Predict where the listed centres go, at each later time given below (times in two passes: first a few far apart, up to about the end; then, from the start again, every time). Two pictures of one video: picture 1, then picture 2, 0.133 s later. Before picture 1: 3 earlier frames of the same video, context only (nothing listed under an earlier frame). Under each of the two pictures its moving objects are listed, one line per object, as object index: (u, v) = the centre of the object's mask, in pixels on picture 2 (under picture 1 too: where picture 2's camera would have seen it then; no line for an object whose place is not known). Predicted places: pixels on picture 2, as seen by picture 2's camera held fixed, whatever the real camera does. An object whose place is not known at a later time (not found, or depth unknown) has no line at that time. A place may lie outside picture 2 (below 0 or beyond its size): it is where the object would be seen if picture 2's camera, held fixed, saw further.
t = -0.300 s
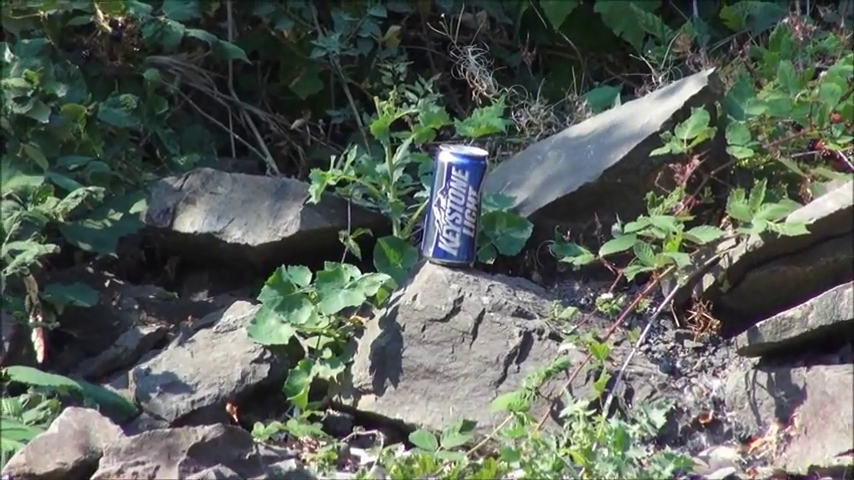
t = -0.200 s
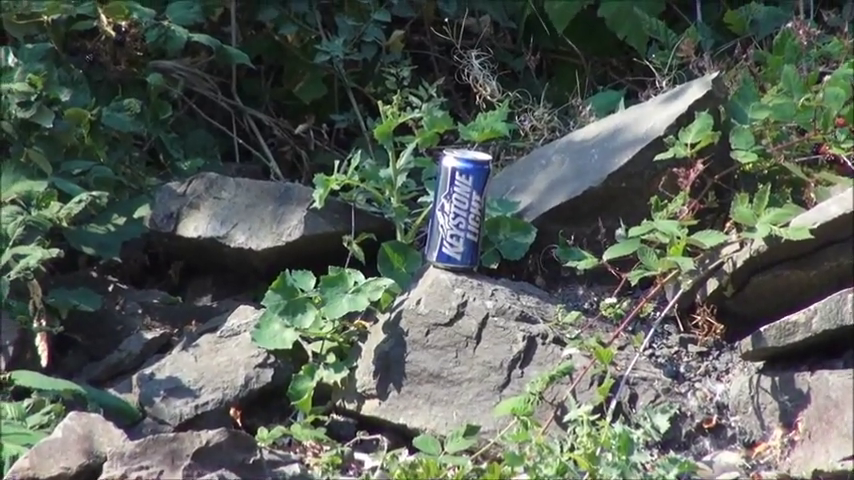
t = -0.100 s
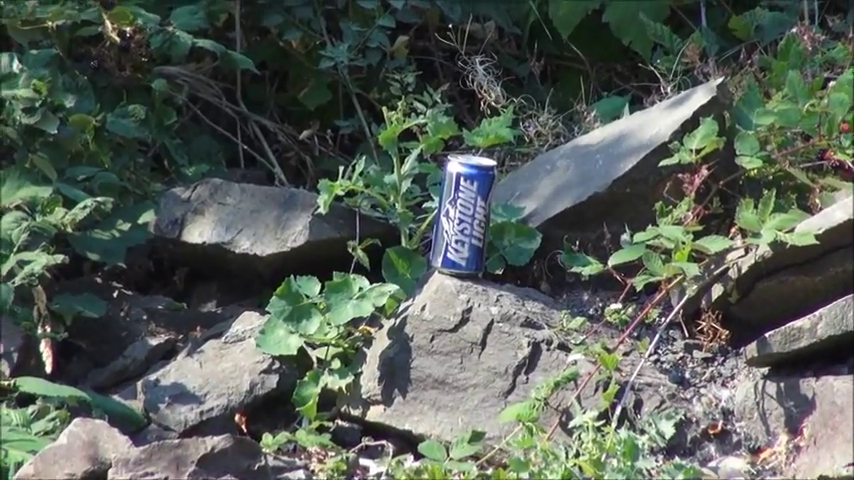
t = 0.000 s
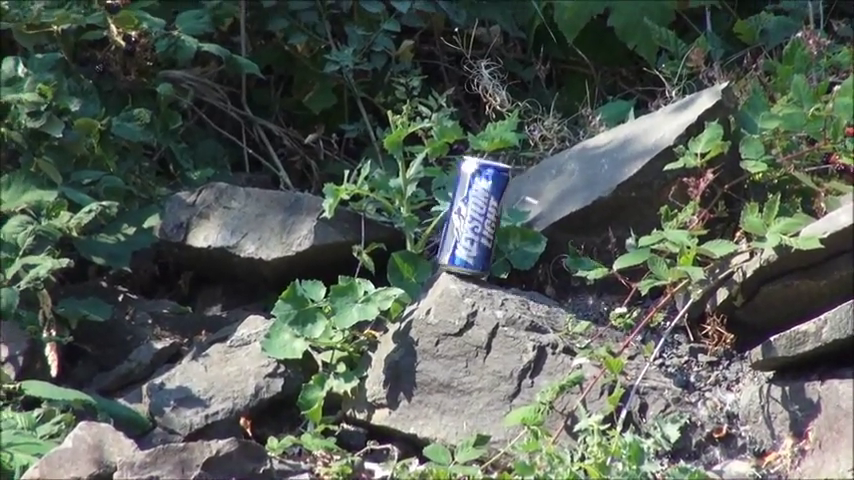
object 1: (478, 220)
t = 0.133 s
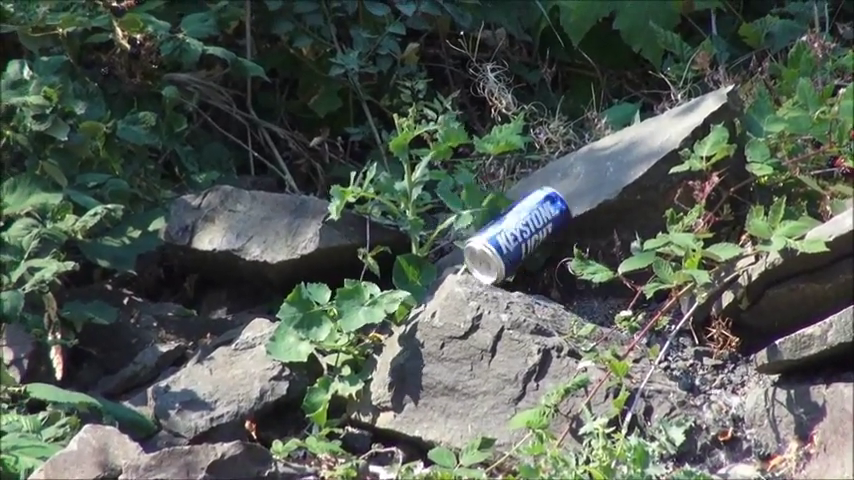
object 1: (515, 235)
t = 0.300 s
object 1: (541, 272)
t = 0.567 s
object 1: (567, 278)
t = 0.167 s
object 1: (519, 236)
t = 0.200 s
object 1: (529, 243)
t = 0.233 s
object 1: (537, 253)
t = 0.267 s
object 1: (537, 269)
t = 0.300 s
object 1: (541, 272)
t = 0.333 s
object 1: (544, 273)
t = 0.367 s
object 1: (548, 273)
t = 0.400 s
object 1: (550, 274)
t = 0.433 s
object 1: (552, 274)
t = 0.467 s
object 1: (554, 274)
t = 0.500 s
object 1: (557, 276)
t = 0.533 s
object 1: (563, 277)
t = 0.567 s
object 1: (567, 278)
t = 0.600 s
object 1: (566, 278)
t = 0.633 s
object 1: (566, 278)
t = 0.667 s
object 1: (566, 278)
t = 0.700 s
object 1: (567, 278)
